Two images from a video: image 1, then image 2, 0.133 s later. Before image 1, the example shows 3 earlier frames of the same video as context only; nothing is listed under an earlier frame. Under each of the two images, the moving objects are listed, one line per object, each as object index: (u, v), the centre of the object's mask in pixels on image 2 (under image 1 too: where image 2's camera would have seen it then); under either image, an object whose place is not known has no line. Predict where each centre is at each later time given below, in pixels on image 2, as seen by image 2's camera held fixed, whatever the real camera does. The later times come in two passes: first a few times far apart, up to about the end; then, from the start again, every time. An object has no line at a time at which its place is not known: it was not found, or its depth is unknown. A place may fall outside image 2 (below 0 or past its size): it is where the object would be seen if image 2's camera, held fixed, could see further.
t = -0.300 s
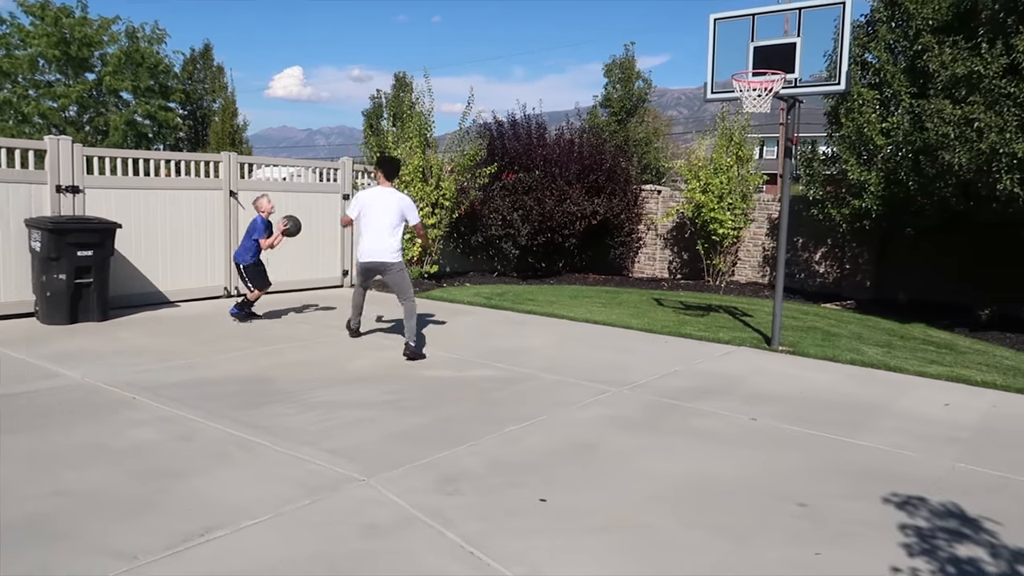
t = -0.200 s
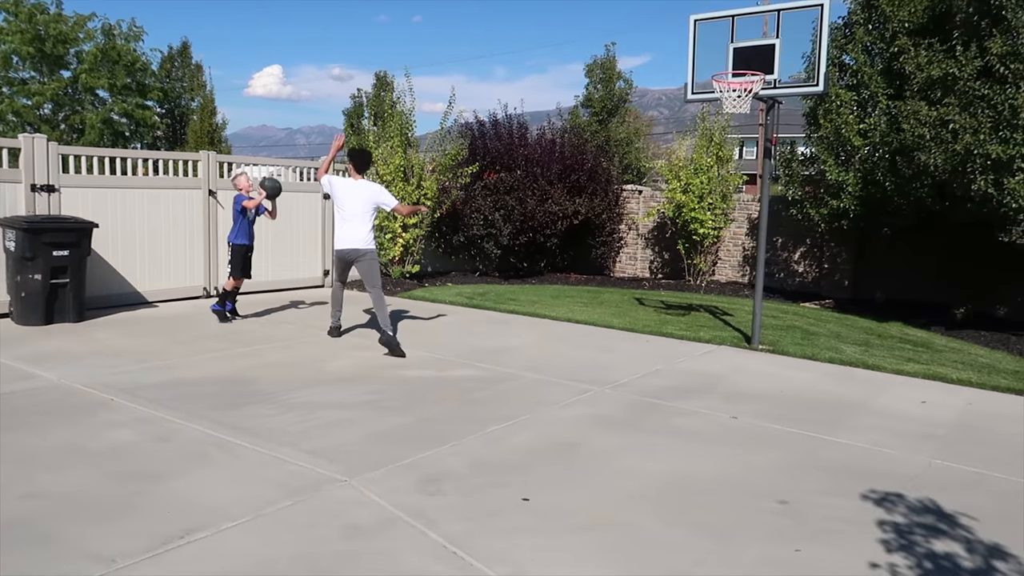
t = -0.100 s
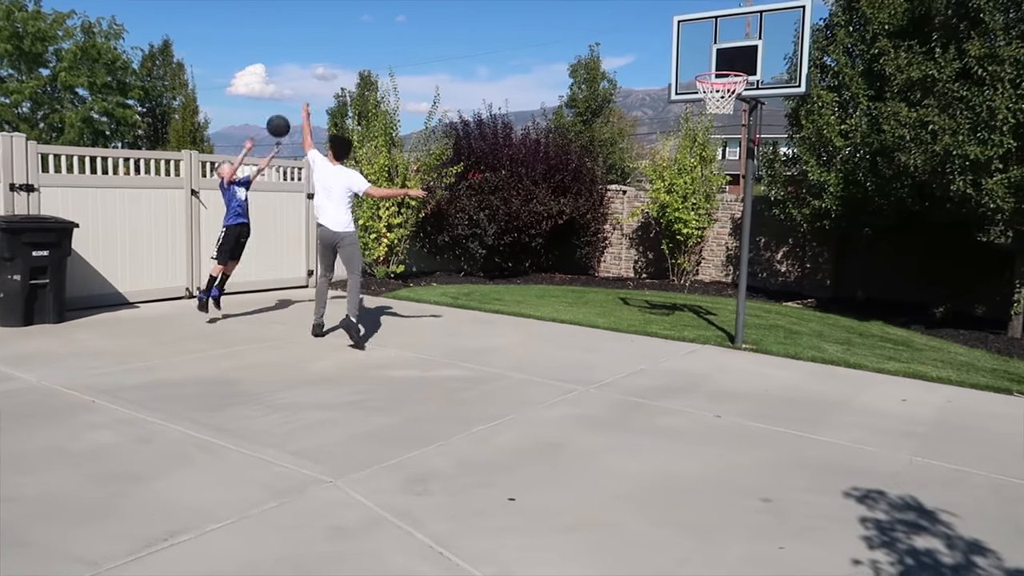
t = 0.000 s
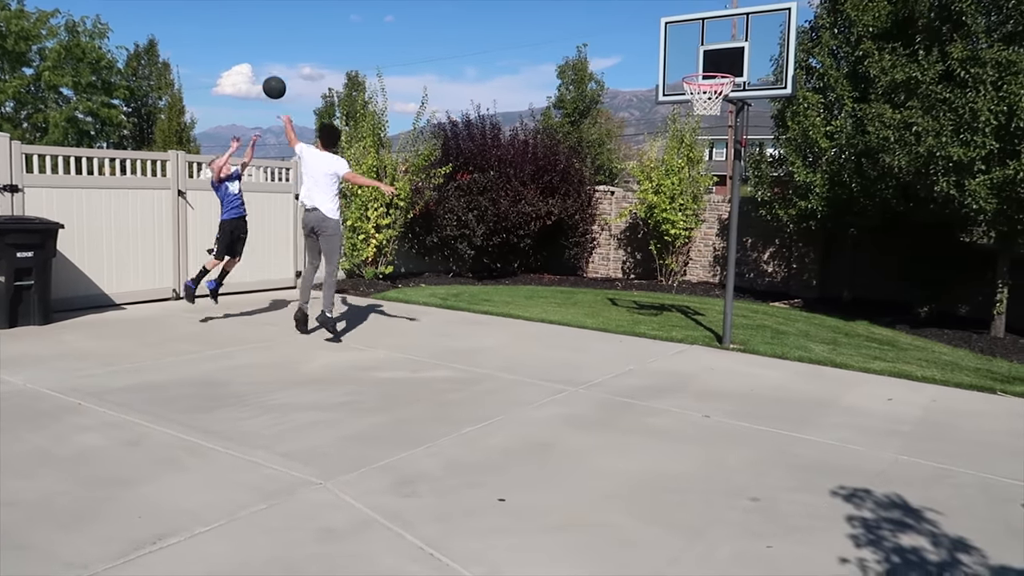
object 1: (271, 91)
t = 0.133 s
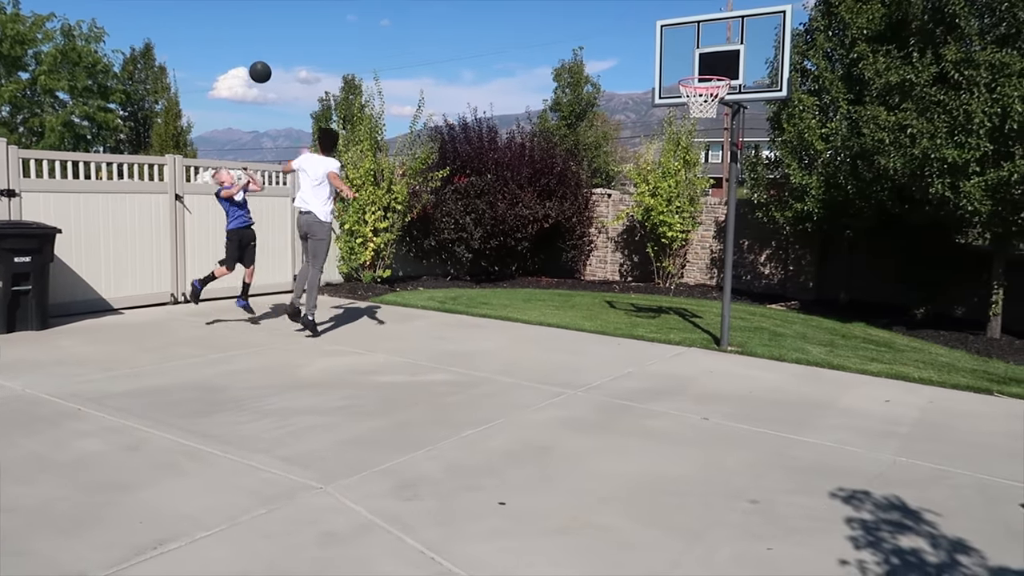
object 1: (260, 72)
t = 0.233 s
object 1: (253, 68)
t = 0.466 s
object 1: (238, 91)
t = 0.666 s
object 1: (227, 138)
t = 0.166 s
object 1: (258, 70)
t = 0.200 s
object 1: (255, 68)
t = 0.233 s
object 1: (253, 68)
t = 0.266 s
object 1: (250, 69)
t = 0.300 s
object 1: (248, 71)
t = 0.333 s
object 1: (246, 73)
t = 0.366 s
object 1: (244, 76)
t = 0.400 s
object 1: (242, 81)
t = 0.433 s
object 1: (240, 86)
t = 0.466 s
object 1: (238, 91)
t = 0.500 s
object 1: (236, 98)
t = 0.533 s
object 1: (234, 104)
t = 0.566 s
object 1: (232, 112)
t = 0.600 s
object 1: (231, 120)
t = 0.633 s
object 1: (229, 129)
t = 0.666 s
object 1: (227, 138)
